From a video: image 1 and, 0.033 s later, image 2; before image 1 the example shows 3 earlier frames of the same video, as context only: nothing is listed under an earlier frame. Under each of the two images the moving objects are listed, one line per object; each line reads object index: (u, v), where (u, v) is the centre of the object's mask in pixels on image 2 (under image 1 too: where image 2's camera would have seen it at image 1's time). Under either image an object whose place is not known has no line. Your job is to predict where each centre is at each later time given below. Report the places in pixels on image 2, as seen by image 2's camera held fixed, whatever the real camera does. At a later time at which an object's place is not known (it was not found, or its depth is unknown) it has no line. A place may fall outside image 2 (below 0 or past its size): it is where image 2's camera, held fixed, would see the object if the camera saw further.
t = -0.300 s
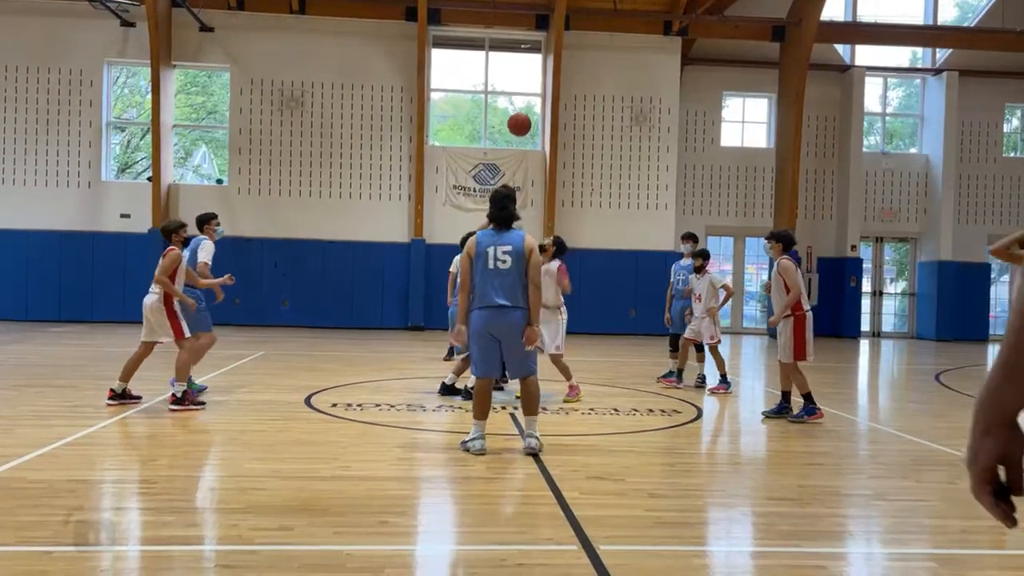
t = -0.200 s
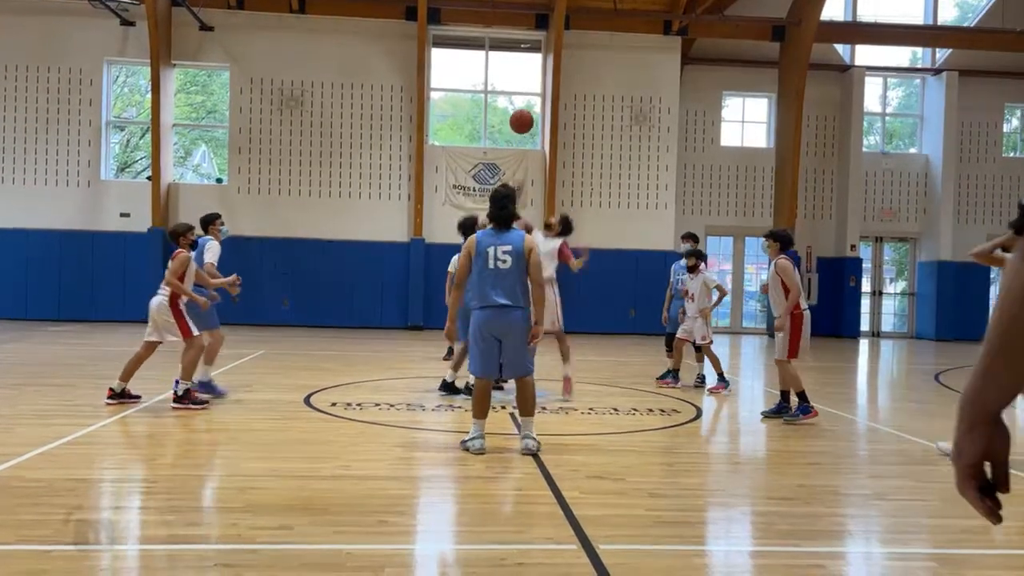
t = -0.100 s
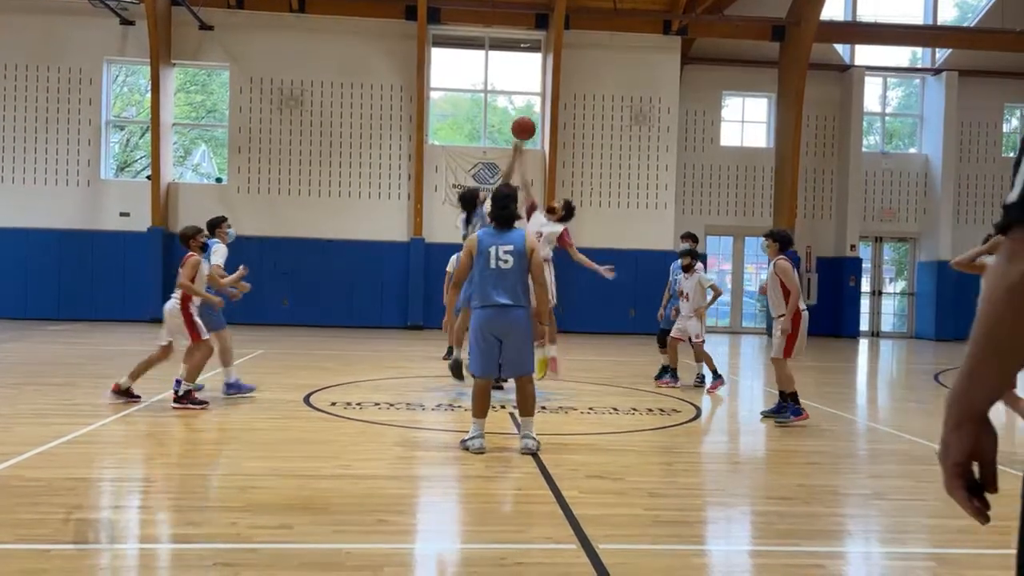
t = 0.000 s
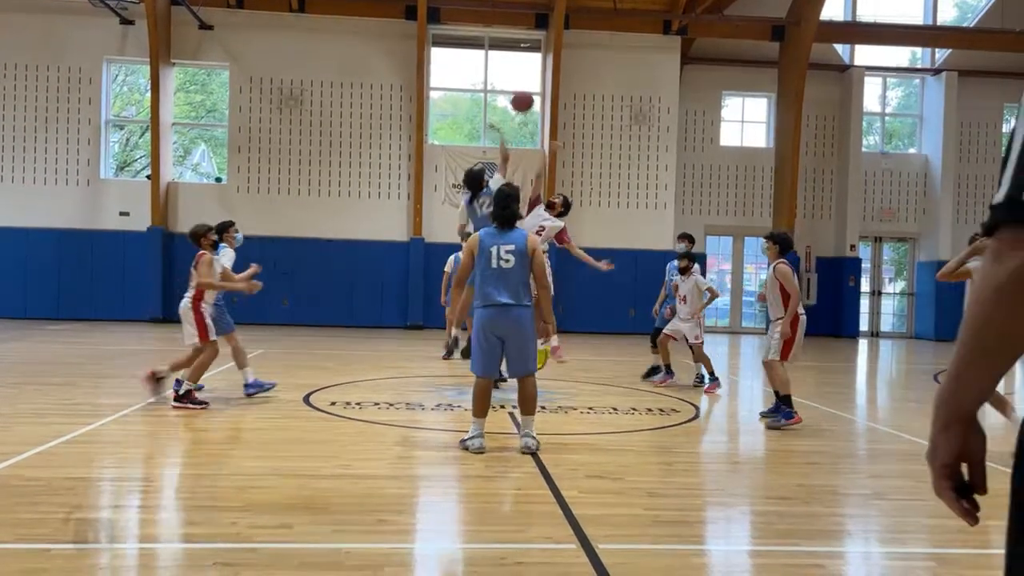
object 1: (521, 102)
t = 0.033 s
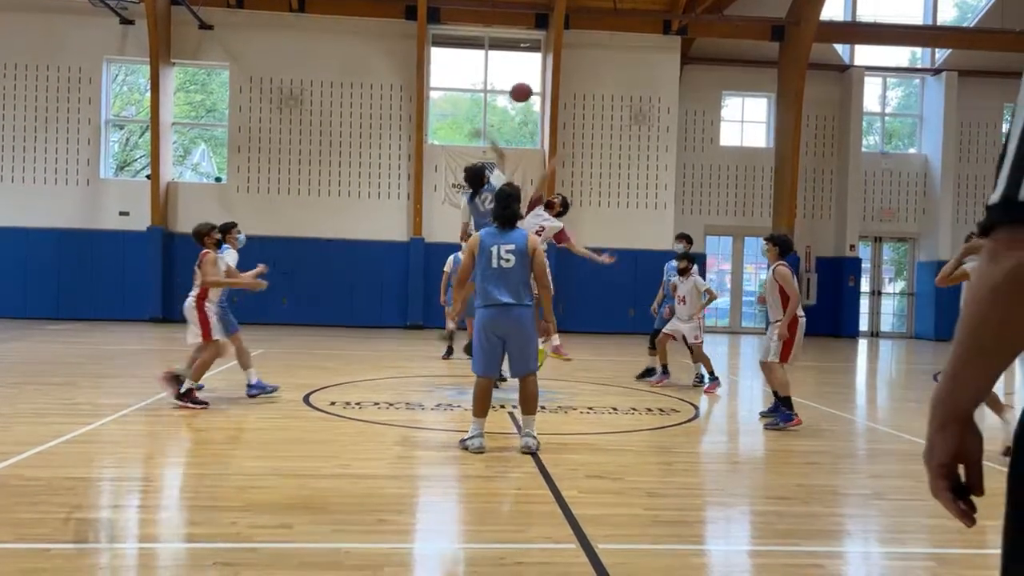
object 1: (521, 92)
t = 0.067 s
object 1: (519, 85)
